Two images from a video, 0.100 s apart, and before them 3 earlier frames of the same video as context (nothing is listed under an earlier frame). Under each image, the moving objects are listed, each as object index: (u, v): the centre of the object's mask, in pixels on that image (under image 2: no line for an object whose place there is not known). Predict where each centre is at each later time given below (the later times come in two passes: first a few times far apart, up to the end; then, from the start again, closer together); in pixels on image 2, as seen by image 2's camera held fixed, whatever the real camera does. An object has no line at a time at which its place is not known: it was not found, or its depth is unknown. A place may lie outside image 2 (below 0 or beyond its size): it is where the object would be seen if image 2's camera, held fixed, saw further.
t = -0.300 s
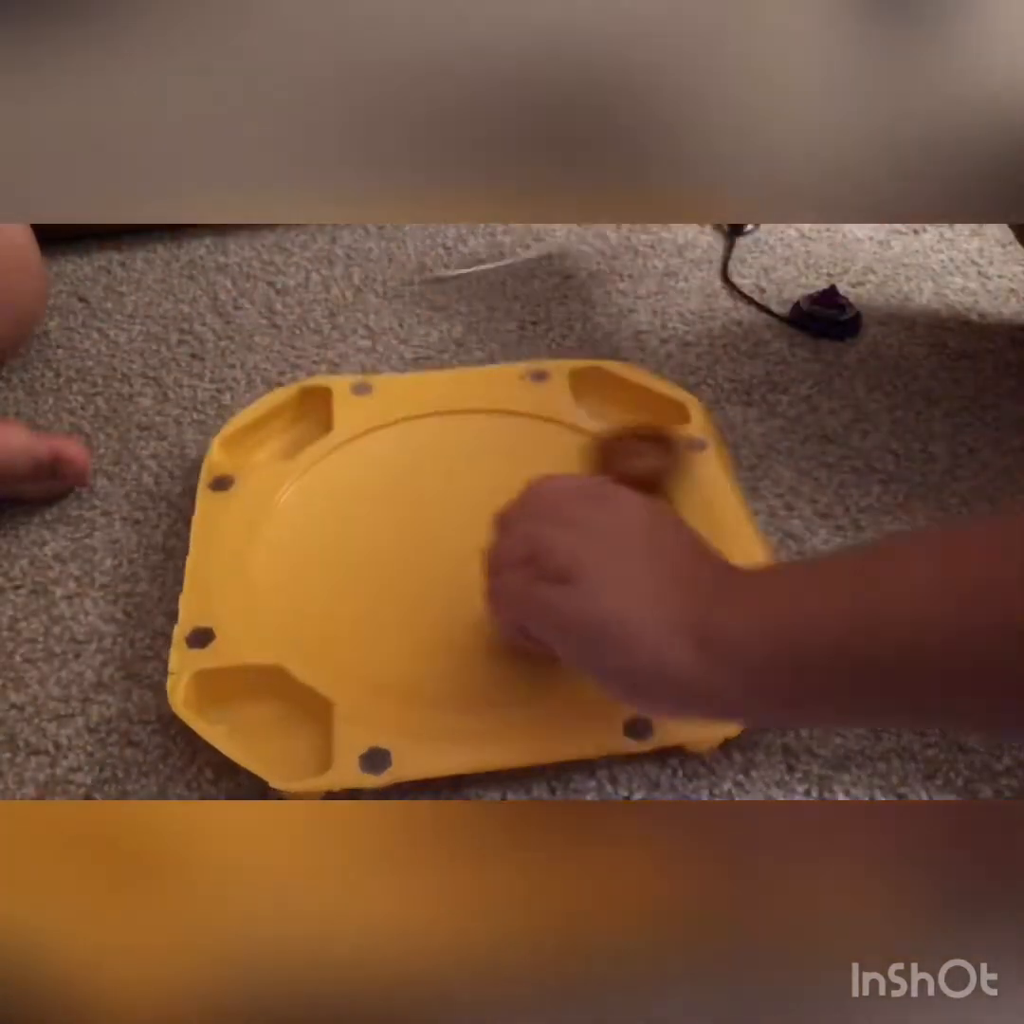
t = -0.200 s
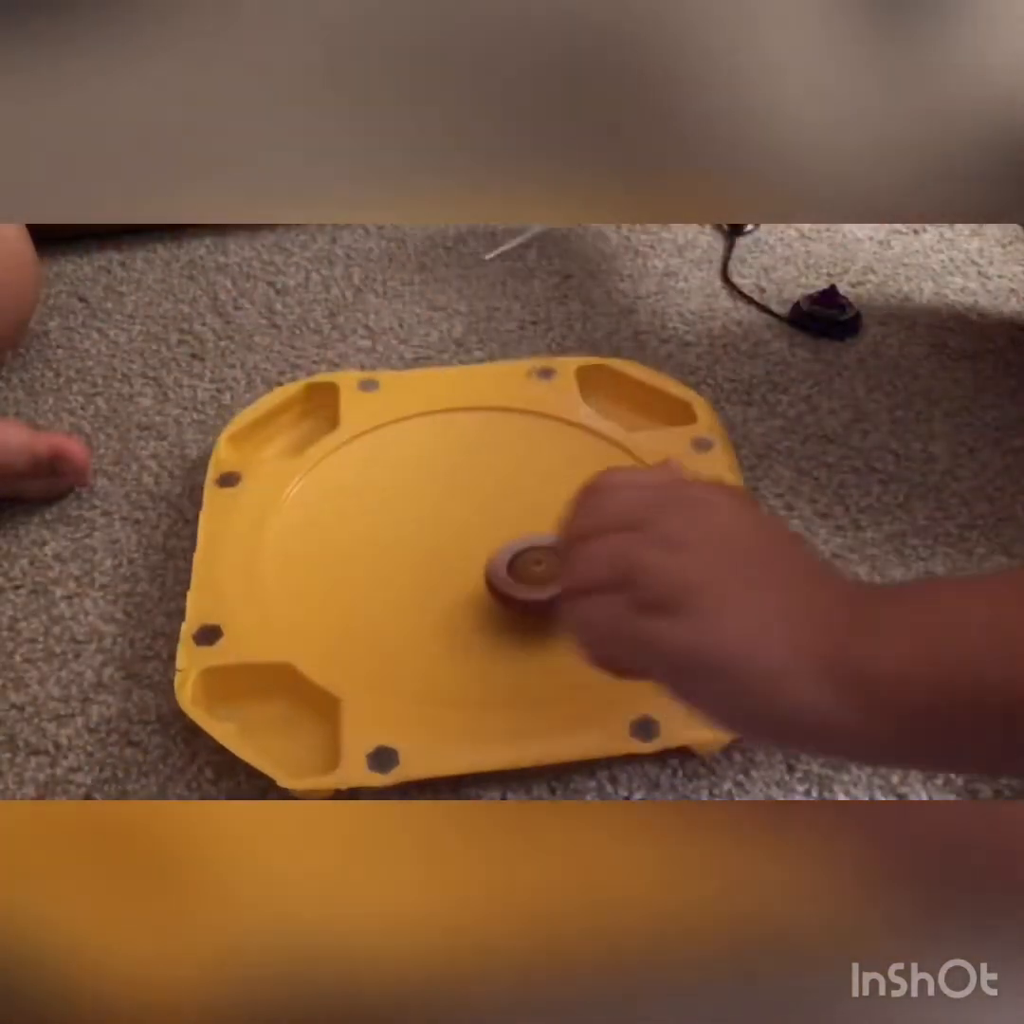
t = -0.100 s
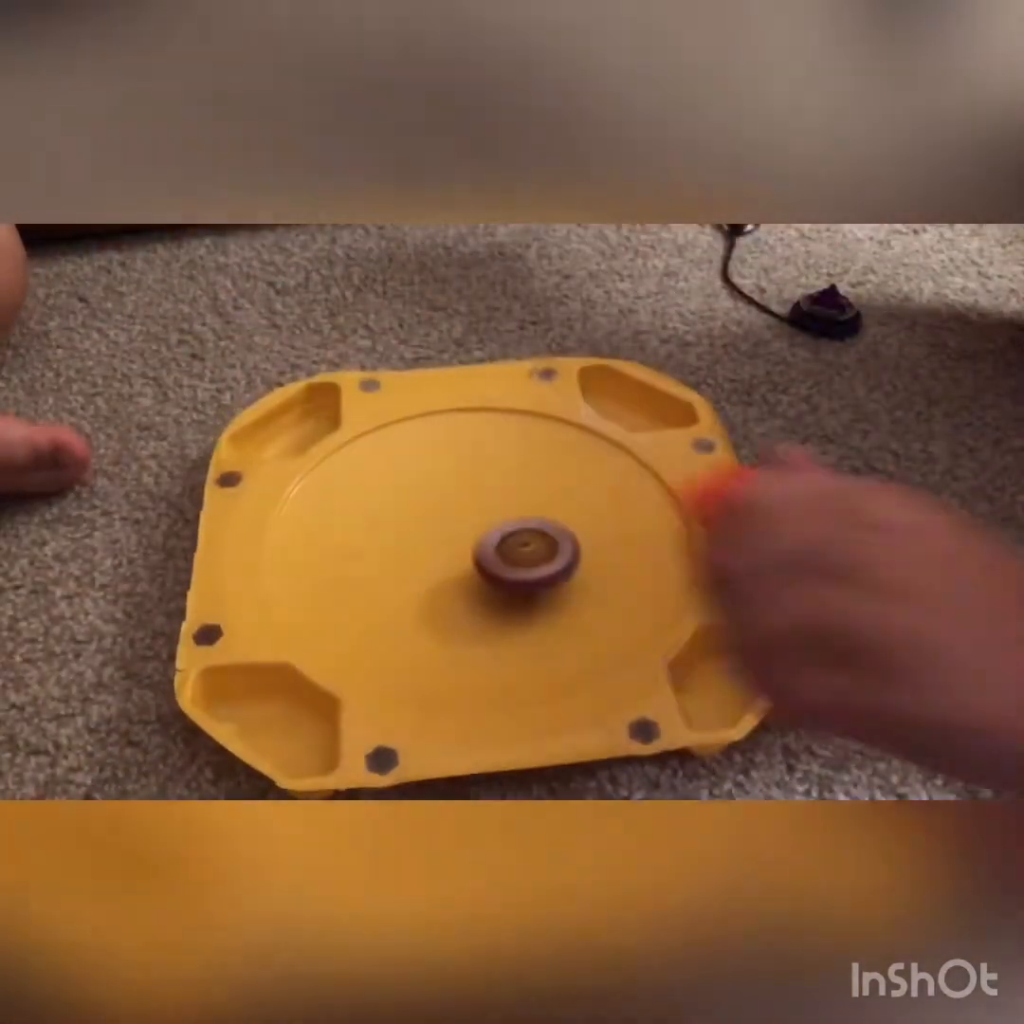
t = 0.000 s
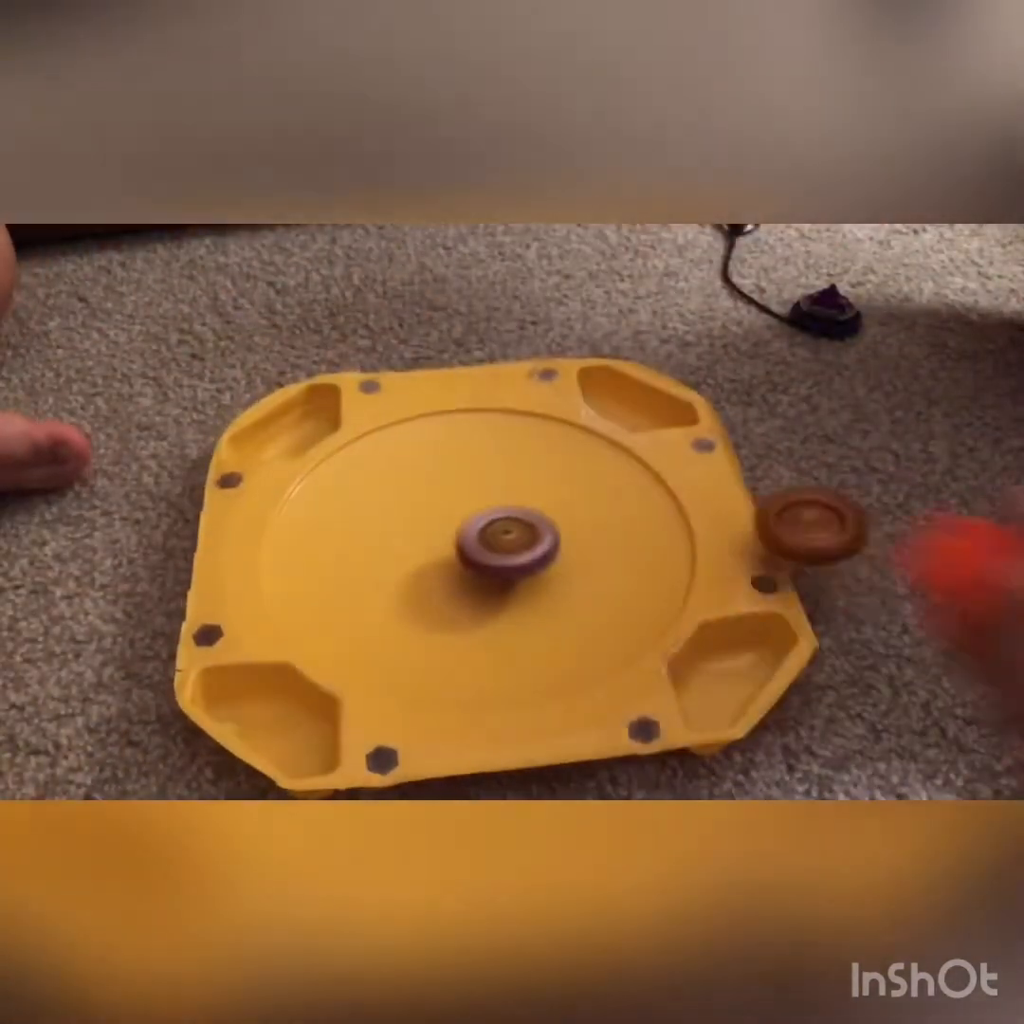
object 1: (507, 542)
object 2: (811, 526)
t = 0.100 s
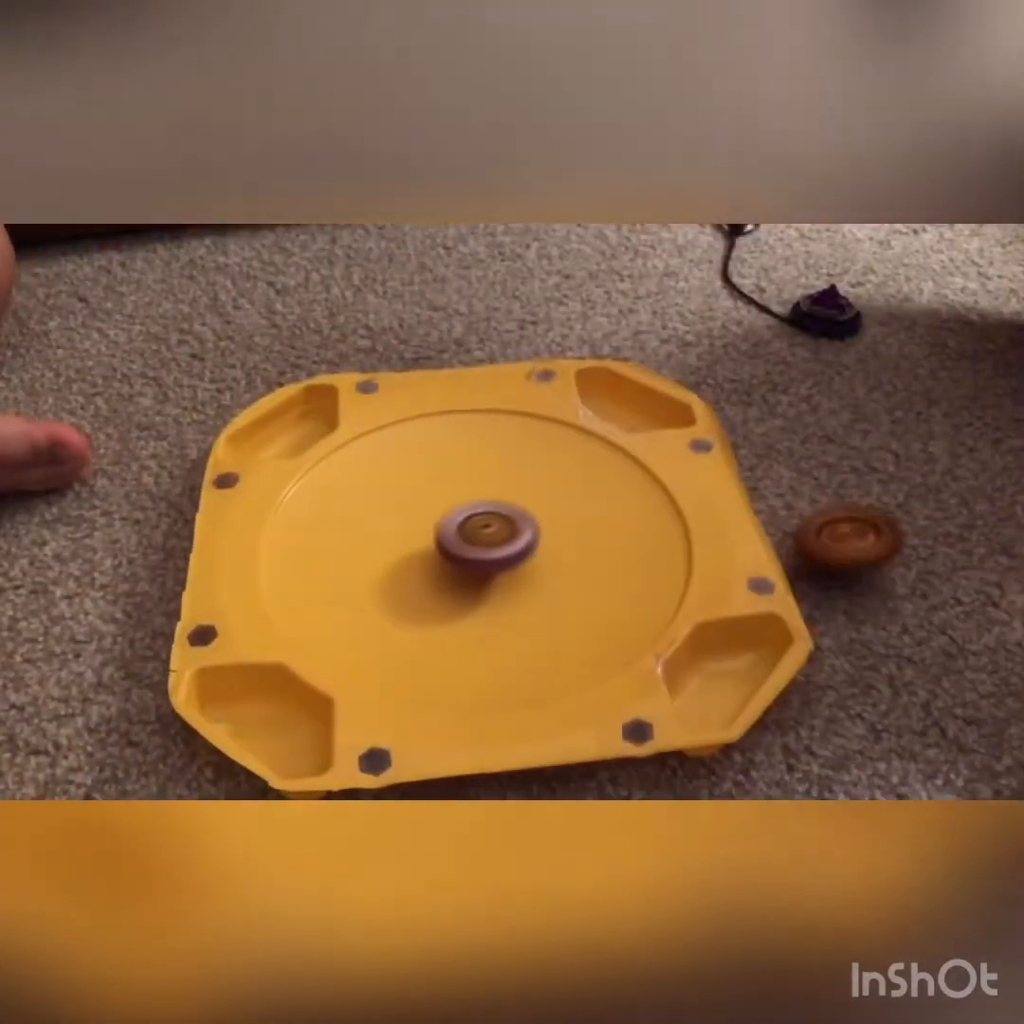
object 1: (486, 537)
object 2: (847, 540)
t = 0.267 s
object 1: (430, 548)
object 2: (842, 563)
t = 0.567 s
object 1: (429, 582)
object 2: (843, 566)
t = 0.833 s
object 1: (463, 556)
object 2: (850, 567)
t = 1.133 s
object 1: (455, 524)
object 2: (853, 572)
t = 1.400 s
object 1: (442, 517)
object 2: (857, 575)
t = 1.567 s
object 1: (440, 515)
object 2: (854, 571)
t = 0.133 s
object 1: (476, 538)
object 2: (843, 548)
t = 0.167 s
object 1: (466, 538)
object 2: (842, 561)
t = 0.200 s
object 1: (454, 541)
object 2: (846, 565)
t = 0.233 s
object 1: (442, 544)
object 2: (844, 567)
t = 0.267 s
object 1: (430, 548)
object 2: (842, 563)
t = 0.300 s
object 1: (420, 554)
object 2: (842, 565)
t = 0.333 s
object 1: (412, 561)
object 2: (842, 566)
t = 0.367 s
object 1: (409, 567)
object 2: (842, 565)
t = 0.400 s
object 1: (408, 573)
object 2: (842, 565)
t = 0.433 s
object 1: (410, 576)
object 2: (842, 565)
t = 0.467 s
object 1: (413, 580)
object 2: (842, 565)
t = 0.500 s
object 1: (418, 581)
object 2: (842, 566)
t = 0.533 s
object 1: (423, 582)
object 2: (842, 566)
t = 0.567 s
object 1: (429, 582)
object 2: (843, 566)
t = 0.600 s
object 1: (435, 581)
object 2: (843, 566)
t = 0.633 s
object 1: (440, 580)
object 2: (844, 566)
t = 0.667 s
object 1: (446, 577)
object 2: (846, 566)
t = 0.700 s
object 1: (450, 574)
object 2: (847, 566)
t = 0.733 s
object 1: (455, 570)
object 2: (848, 567)
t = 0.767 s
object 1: (458, 567)
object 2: (848, 567)
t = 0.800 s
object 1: (461, 561)
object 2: (849, 567)
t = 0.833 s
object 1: (463, 556)
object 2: (850, 567)
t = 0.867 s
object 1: (465, 551)
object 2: (850, 568)
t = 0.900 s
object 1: (465, 547)
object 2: (850, 569)
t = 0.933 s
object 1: (464, 542)
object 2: (849, 569)
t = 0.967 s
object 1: (464, 538)
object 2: (852, 569)
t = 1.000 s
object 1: (462, 534)
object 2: (852, 571)
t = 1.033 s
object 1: (461, 530)
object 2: (853, 571)
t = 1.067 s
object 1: (459, 528)
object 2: (853, 571)
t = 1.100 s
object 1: (457, 525)
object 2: (853, 572)
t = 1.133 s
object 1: (455, 524)
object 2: (853, 572)
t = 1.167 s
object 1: (454, 522)
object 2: (854, 572)
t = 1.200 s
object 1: (451, 520)
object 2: (855, 573)
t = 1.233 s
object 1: (449, 519)
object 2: (854, 573)
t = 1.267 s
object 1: (448, 518)
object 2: (856, 574)
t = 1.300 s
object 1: (446, 518)
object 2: (856, 574)
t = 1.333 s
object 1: (445, 517)
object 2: (856, 574)
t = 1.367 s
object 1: (443, 517)
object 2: (857, 575)
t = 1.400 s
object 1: (442, 517)
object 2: (857, 575)
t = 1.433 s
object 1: (441, 516)
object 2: (858, 575)
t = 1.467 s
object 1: (440, 515)
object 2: (858, 575)
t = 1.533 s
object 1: (439, 515)
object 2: (853, 571)
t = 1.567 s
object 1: (440, 515)
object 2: (854, 571)
